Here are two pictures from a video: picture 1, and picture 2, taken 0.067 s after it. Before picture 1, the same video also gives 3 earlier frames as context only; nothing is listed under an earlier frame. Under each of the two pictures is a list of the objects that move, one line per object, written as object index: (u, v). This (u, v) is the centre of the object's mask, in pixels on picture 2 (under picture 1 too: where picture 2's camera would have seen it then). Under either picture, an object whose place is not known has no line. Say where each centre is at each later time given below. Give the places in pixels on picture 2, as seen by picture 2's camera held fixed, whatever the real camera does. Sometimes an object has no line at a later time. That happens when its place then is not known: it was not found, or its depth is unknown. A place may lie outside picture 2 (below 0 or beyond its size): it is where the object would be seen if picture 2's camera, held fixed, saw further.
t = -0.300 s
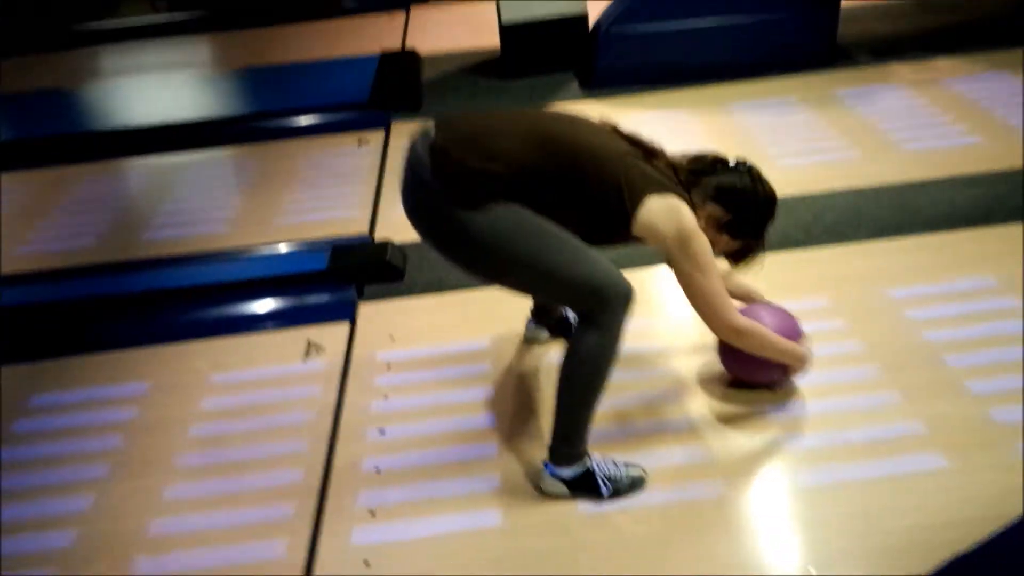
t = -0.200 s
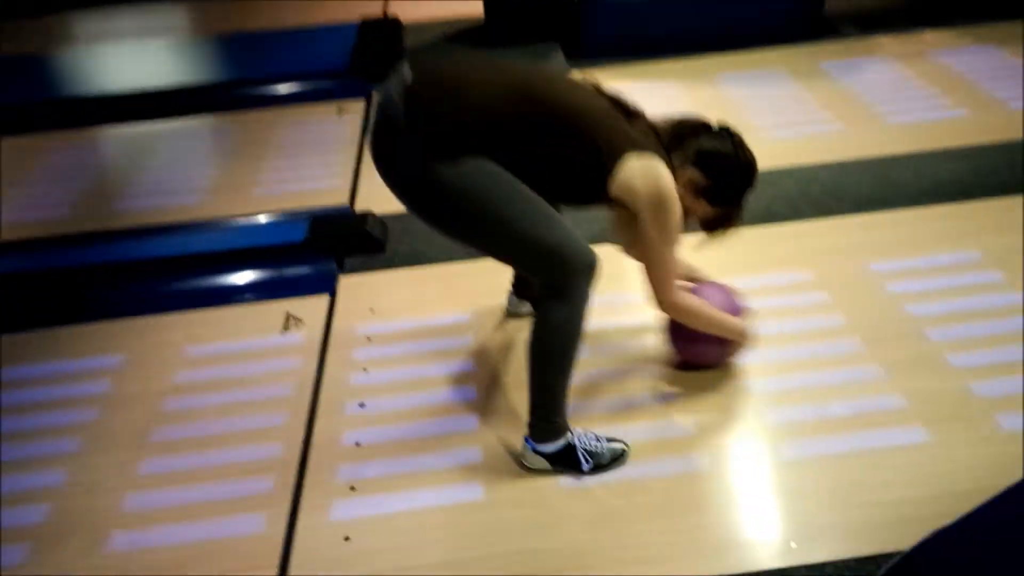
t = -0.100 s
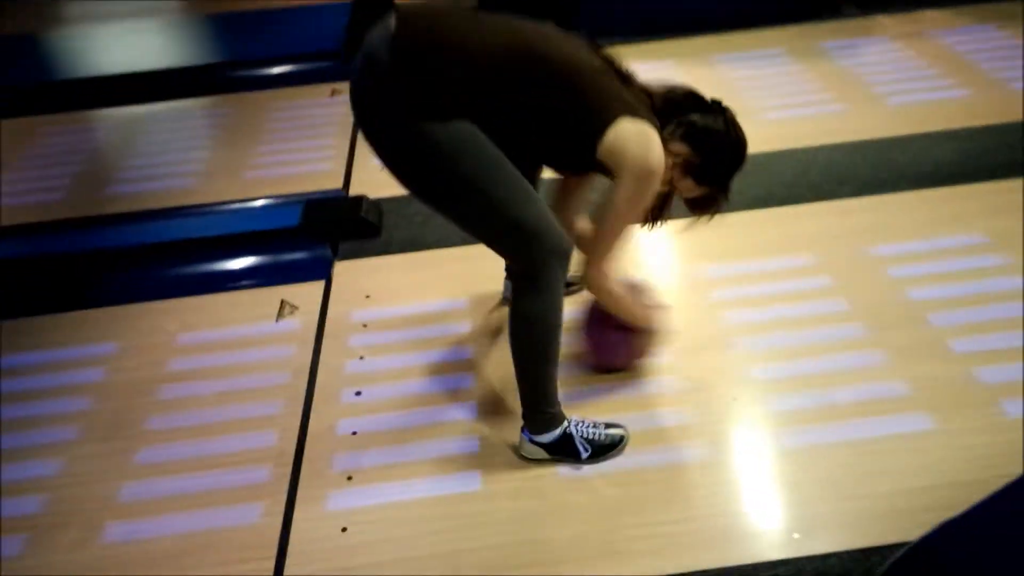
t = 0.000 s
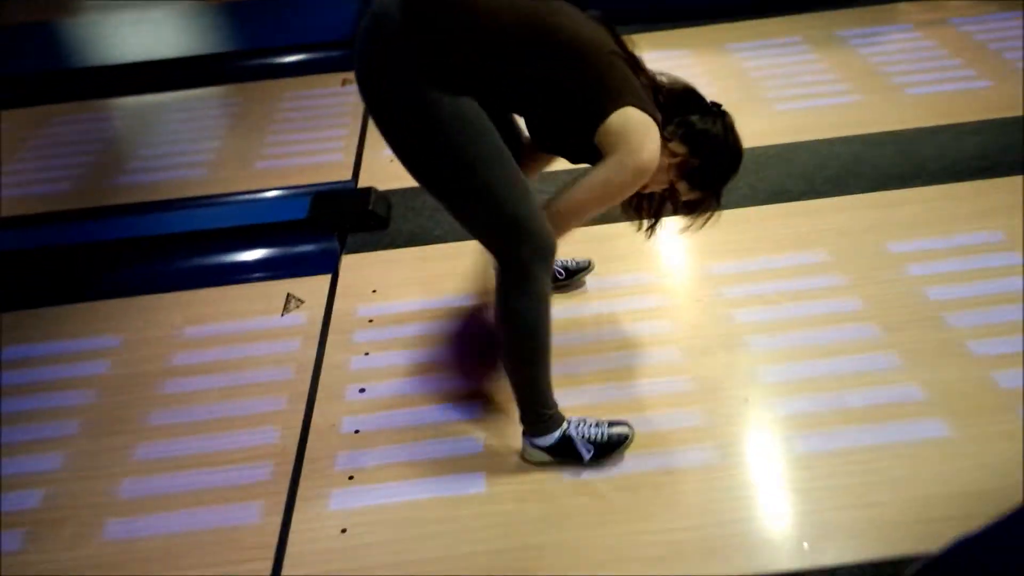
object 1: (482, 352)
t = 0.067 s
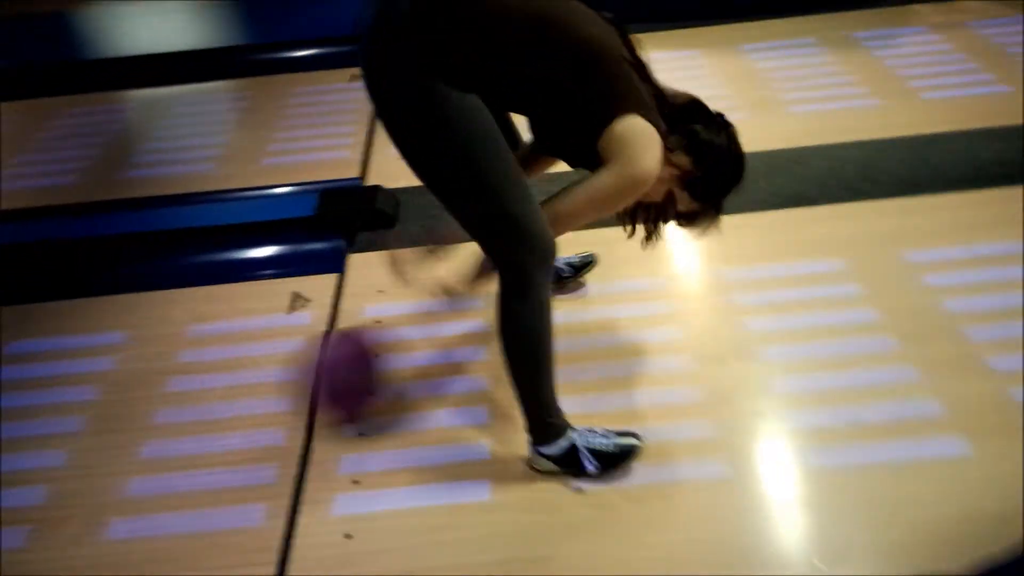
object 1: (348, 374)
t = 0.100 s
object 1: (276, 387)
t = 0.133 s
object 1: (211, 401)
